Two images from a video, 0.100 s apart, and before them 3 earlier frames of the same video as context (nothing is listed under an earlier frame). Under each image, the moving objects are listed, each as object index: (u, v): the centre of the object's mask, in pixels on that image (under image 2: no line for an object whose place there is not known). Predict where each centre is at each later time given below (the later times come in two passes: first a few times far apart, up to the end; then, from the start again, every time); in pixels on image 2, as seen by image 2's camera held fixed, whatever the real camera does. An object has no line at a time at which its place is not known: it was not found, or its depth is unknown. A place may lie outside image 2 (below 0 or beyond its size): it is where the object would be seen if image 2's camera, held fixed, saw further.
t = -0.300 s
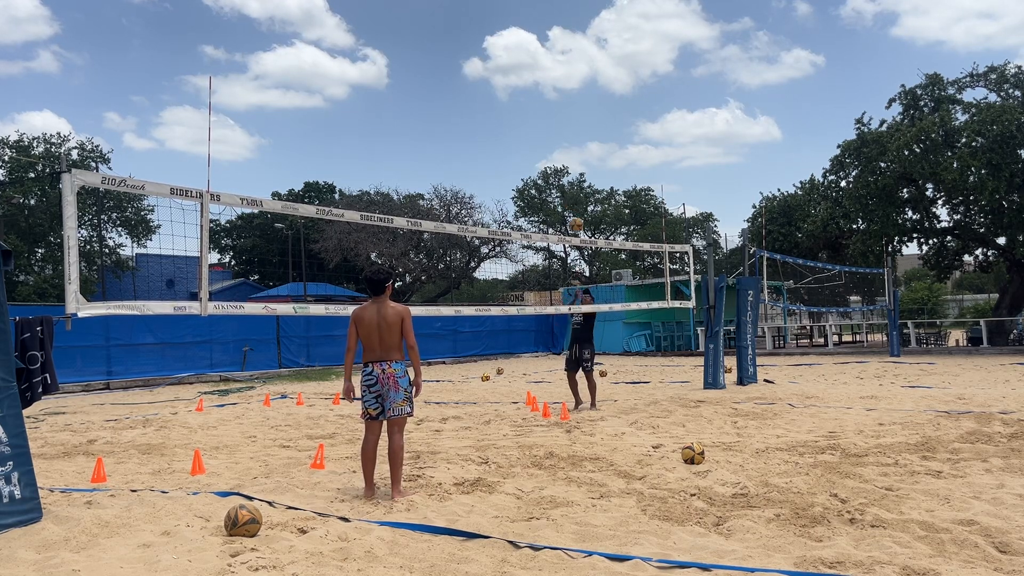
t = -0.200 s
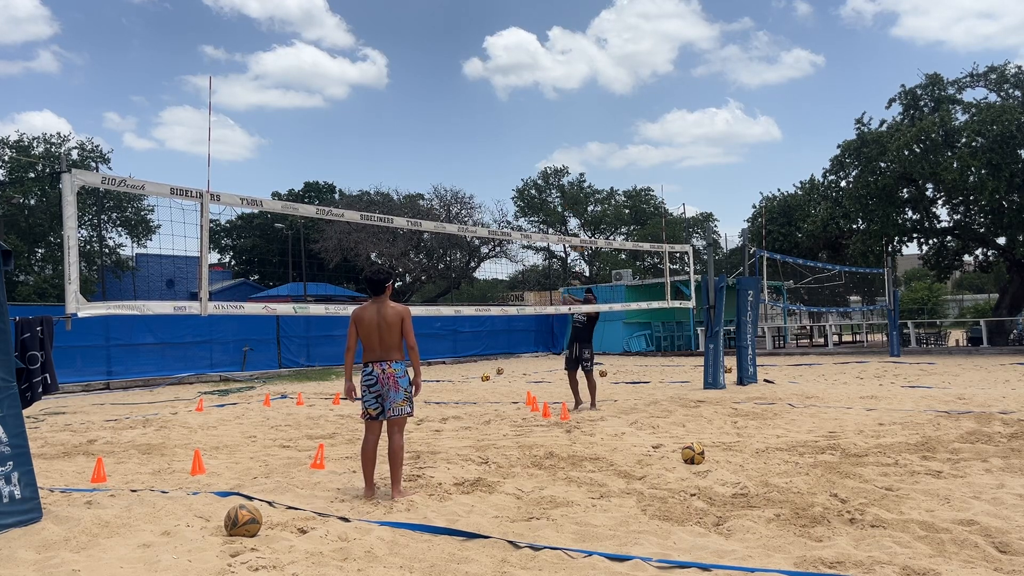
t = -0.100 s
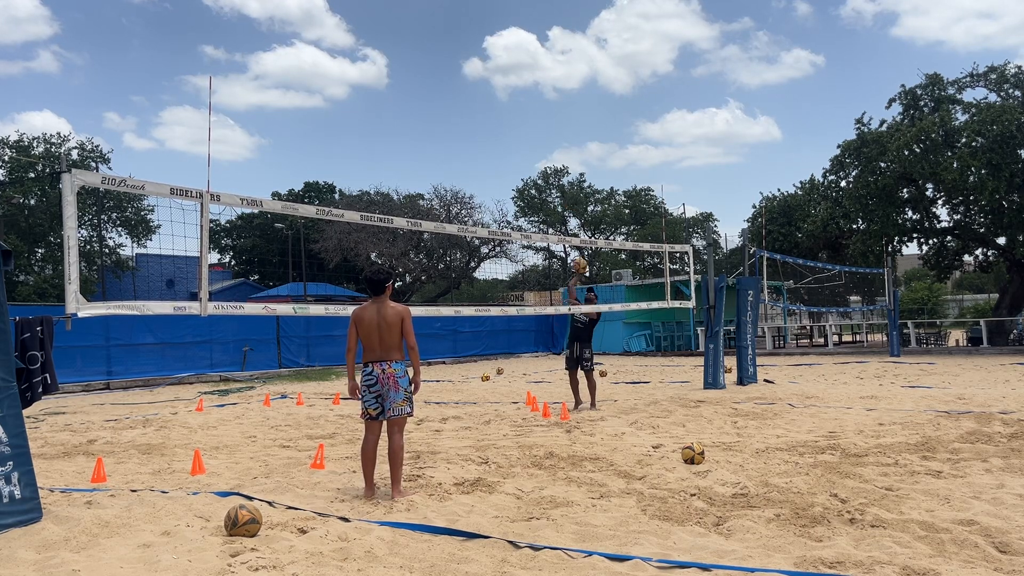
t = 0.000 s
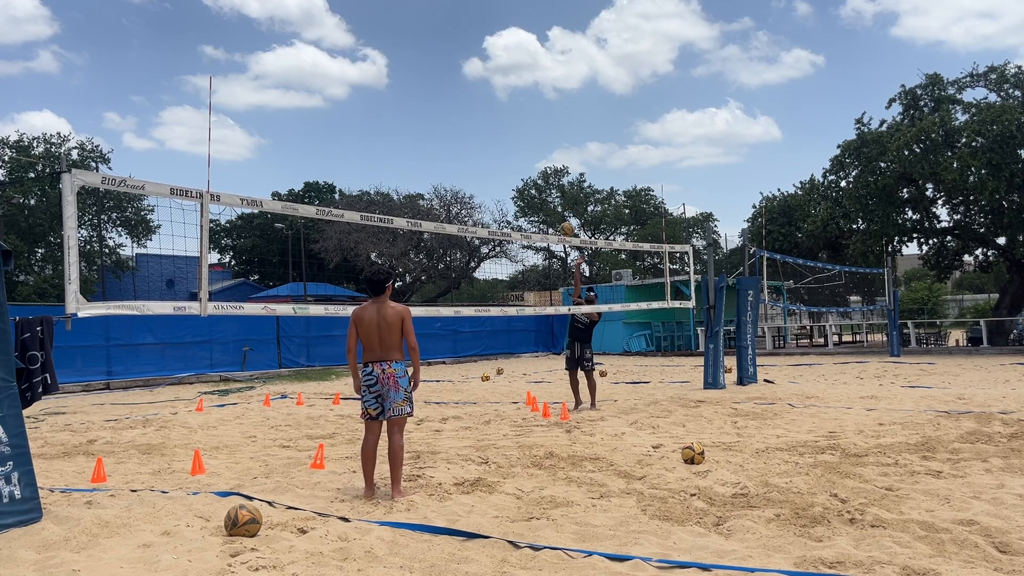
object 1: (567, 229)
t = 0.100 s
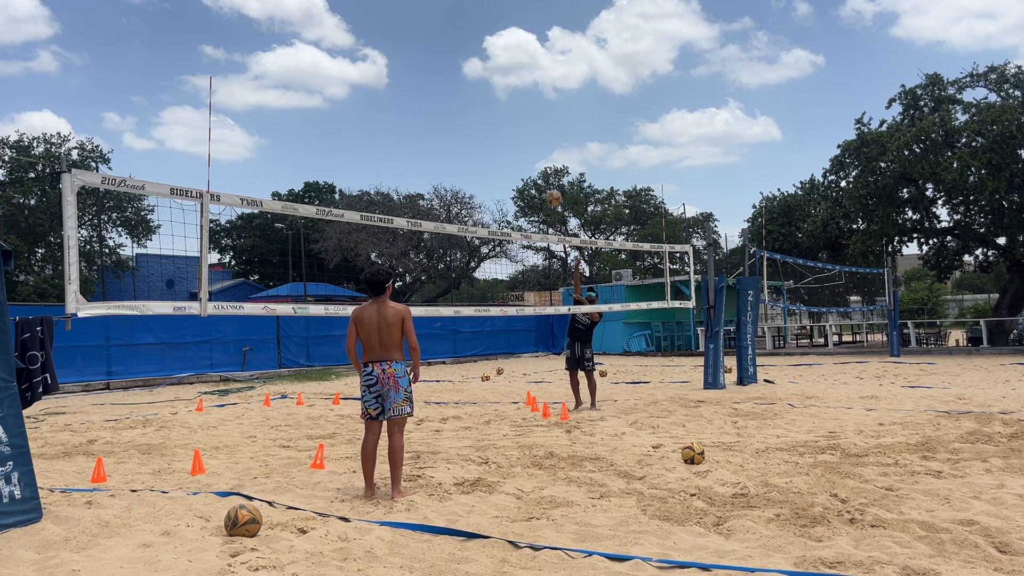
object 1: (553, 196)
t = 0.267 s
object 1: (527, 155)
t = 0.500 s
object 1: (486, 125)
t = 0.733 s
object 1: (438, 149)
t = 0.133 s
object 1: (548, 187)
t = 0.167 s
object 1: (542, 177)
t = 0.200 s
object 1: (538, 169)
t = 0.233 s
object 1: (532, 161)
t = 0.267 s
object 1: (527, 155)
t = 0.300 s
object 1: (522, 147)
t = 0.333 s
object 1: (517, 143)
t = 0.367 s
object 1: (510, 137)
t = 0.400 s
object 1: (505, 134)
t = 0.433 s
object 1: (499, 130)
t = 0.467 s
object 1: (492, 129)
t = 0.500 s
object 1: (486, 125)
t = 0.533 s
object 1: (480, 127)
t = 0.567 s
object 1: (474, 126)
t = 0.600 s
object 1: (467, 129)
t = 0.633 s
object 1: (459, 130)
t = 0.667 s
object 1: (453, 136)
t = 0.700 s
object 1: (444, 138)
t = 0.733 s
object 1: (438, 149)
